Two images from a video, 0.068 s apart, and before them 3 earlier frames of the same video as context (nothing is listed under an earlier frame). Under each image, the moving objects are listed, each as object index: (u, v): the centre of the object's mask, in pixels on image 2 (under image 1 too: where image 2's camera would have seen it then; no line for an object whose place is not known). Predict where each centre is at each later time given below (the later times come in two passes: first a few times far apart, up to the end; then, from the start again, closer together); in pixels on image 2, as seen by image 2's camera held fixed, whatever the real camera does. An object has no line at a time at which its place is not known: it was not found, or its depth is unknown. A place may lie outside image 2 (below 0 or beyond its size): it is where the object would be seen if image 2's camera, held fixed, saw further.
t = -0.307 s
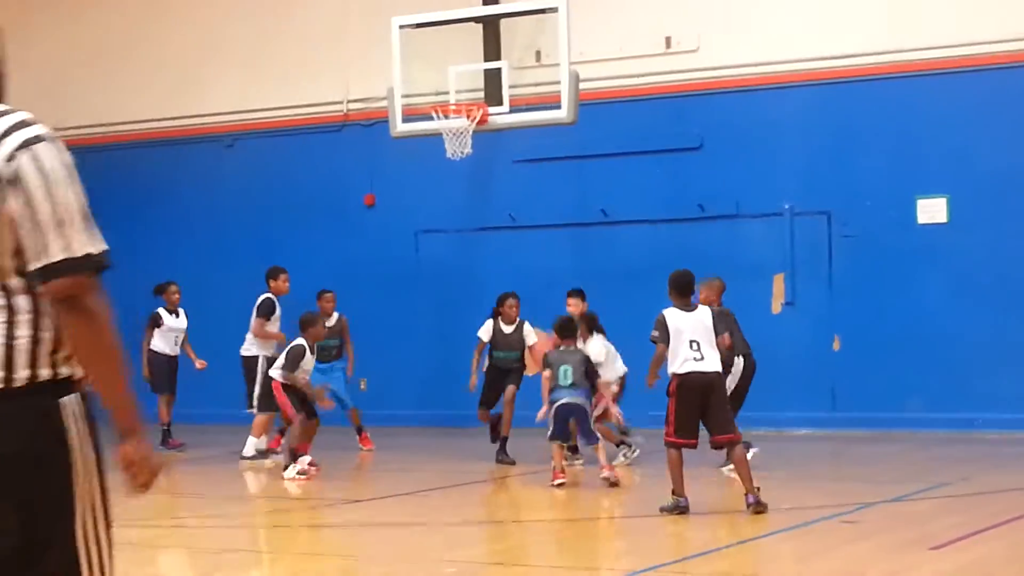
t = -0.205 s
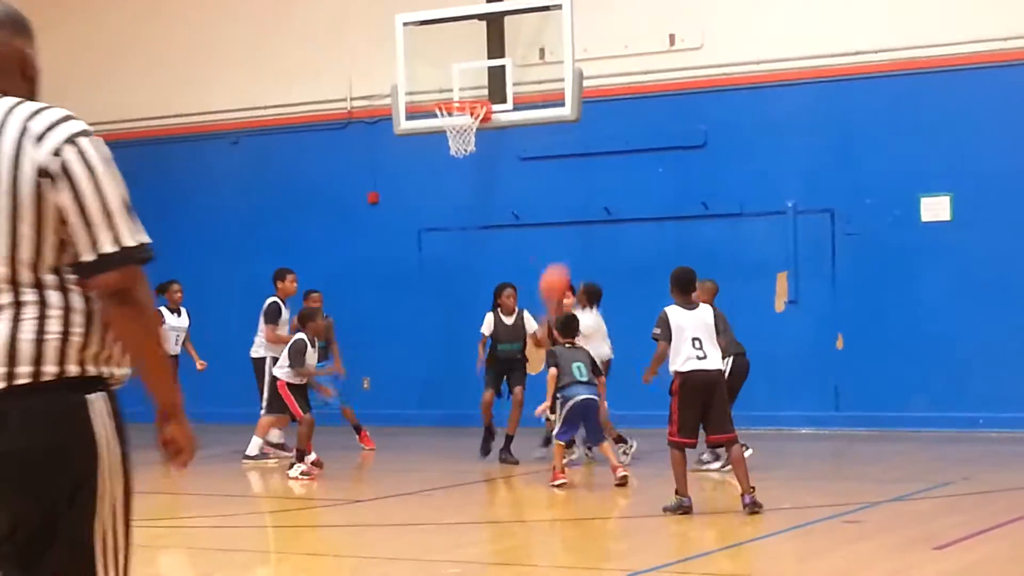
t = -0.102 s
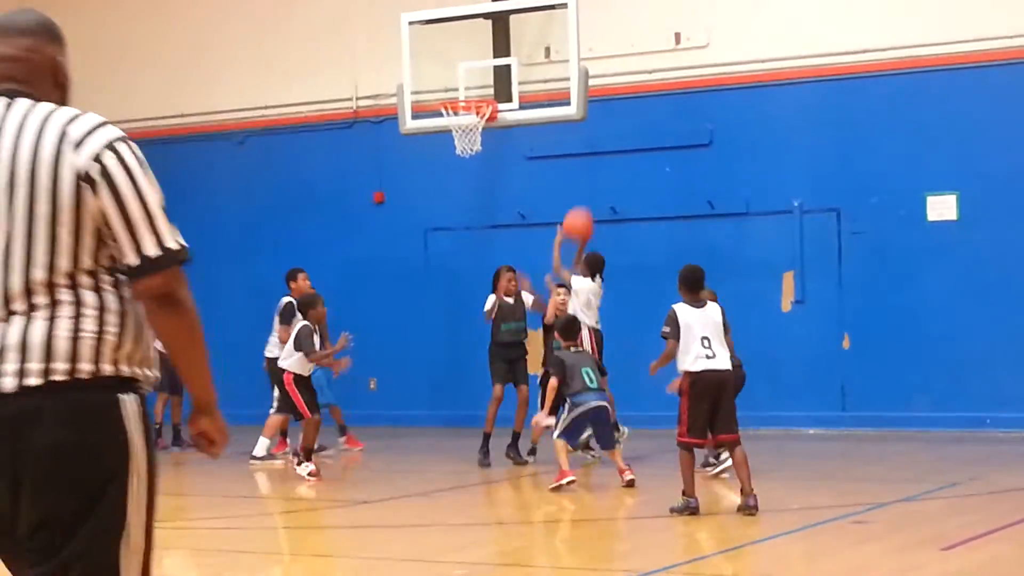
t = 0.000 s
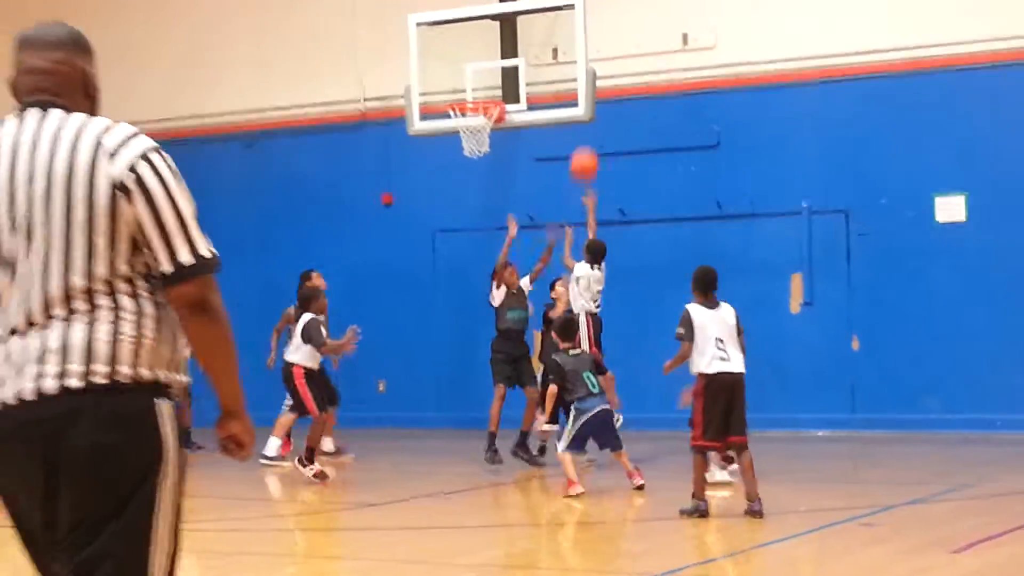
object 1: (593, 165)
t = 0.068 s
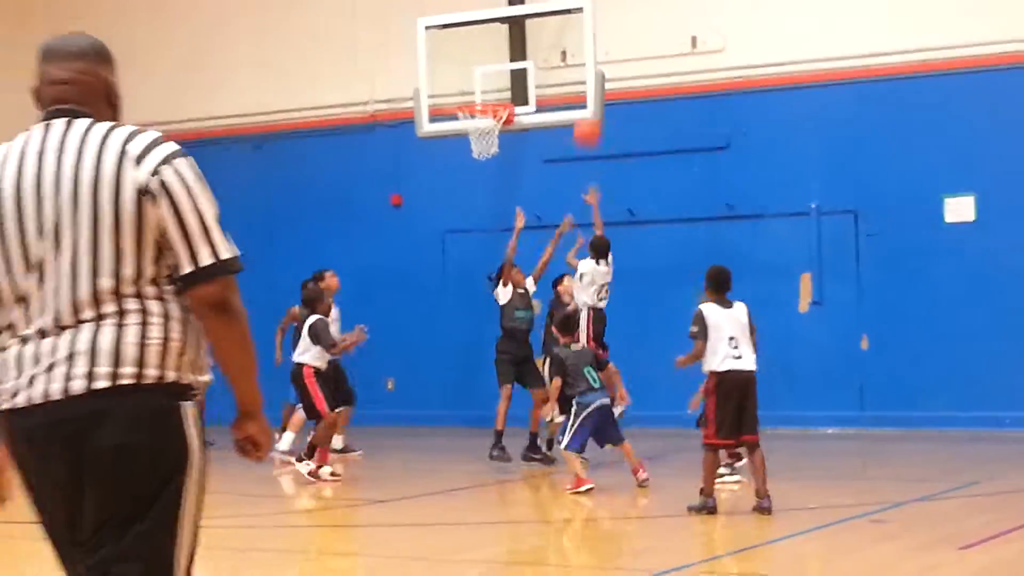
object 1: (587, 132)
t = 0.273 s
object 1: (572, 50)
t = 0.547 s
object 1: (560, 37)
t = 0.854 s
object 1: (547, 116)
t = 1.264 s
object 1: (452, 232)
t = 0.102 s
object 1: (586, 115)
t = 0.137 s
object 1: (580, 90)
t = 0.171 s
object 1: (578, 76)
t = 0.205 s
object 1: (576, 66)
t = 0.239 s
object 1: (574, 57)
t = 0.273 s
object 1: (572, 50)
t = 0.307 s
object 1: (571, 44)
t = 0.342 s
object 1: (569, 39)
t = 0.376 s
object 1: (567, 36)
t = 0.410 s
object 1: (565, 33)
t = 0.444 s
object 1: (564, 33)
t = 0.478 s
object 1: (562, 34)
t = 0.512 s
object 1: (561, 35)
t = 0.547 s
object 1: (560, 37)
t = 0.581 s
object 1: (558, 42)
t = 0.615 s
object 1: (557, 48)
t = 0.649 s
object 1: (555, 53)
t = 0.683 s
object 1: (555, 59)
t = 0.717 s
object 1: (553, 70)
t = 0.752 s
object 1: (552, 79)
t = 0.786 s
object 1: (551, 96)
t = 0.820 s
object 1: (549, 107)
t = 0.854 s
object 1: (547, 116)
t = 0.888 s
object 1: (540, 118)
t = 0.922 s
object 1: (531, 123)
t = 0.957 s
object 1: (522, 128)
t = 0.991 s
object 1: (515, 133)
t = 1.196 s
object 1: (468, 199)
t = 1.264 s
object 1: (452, 232)
